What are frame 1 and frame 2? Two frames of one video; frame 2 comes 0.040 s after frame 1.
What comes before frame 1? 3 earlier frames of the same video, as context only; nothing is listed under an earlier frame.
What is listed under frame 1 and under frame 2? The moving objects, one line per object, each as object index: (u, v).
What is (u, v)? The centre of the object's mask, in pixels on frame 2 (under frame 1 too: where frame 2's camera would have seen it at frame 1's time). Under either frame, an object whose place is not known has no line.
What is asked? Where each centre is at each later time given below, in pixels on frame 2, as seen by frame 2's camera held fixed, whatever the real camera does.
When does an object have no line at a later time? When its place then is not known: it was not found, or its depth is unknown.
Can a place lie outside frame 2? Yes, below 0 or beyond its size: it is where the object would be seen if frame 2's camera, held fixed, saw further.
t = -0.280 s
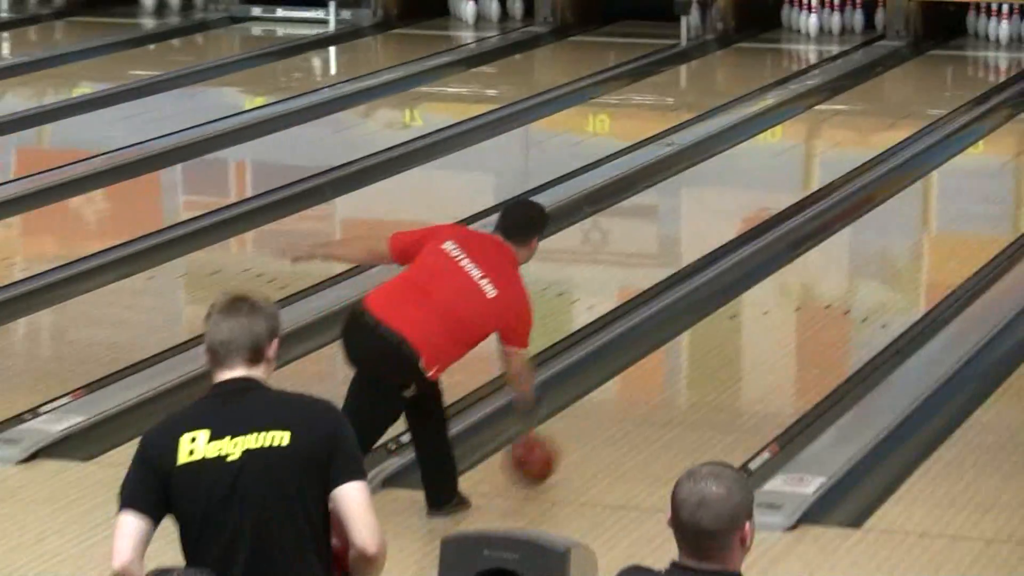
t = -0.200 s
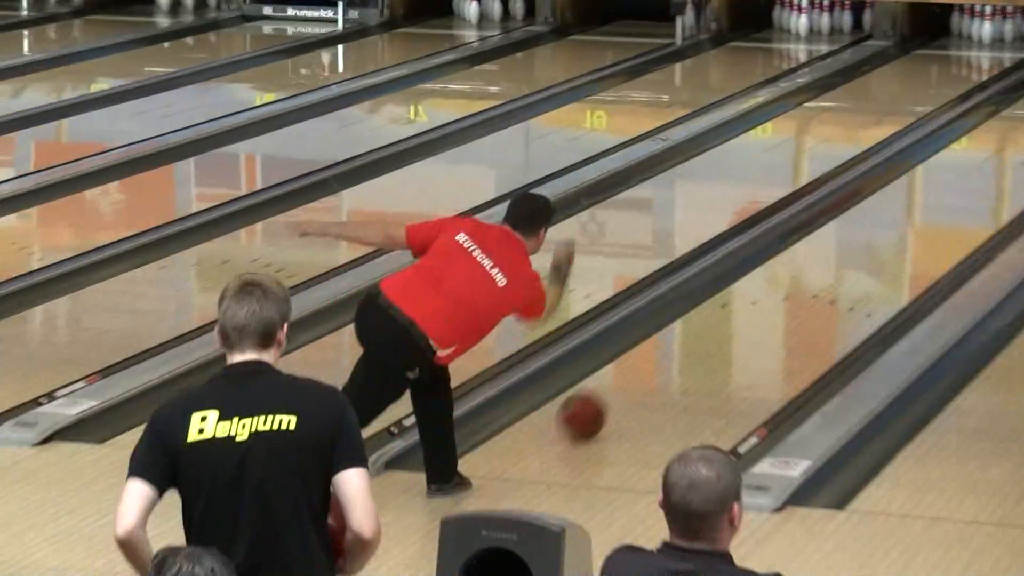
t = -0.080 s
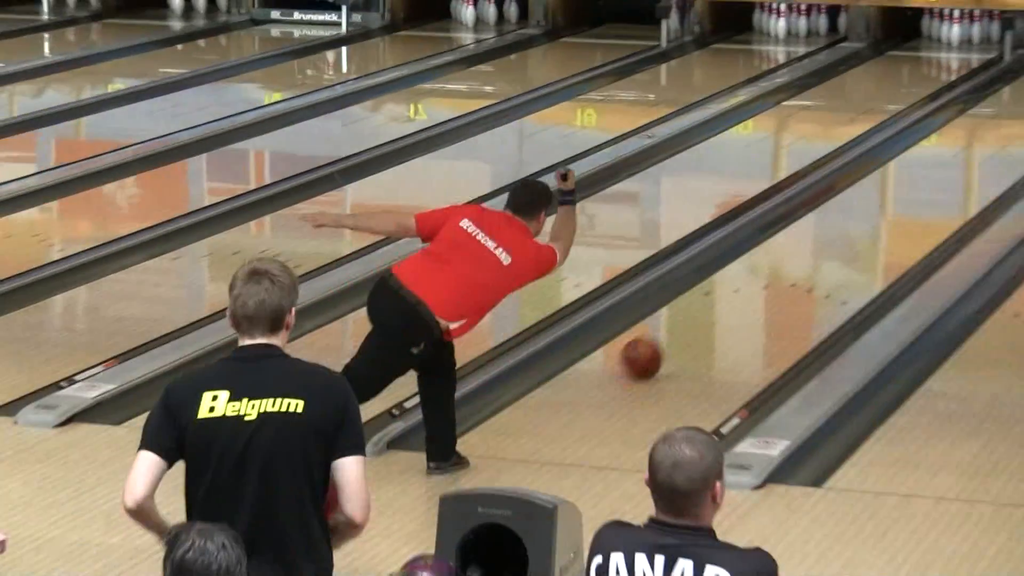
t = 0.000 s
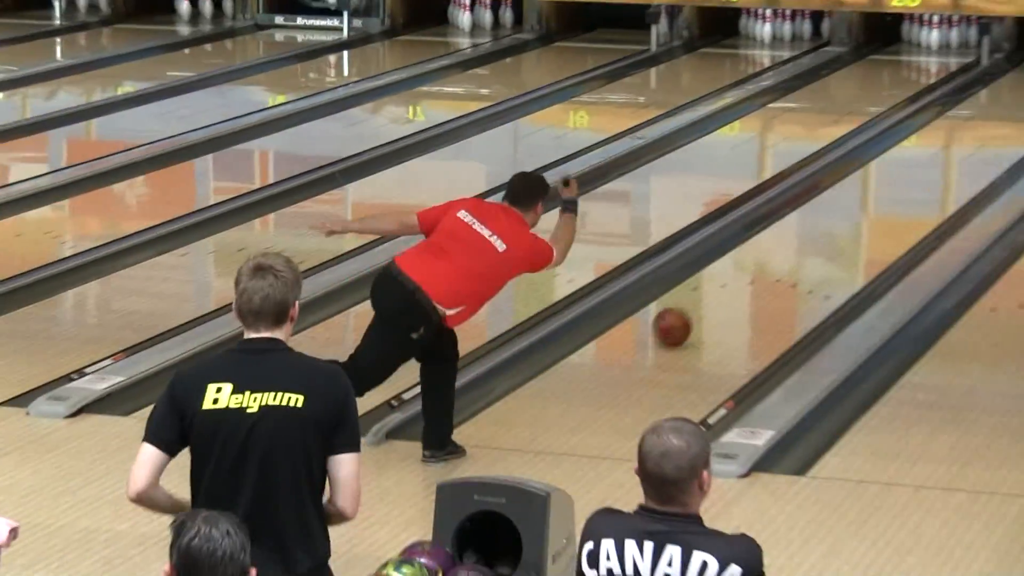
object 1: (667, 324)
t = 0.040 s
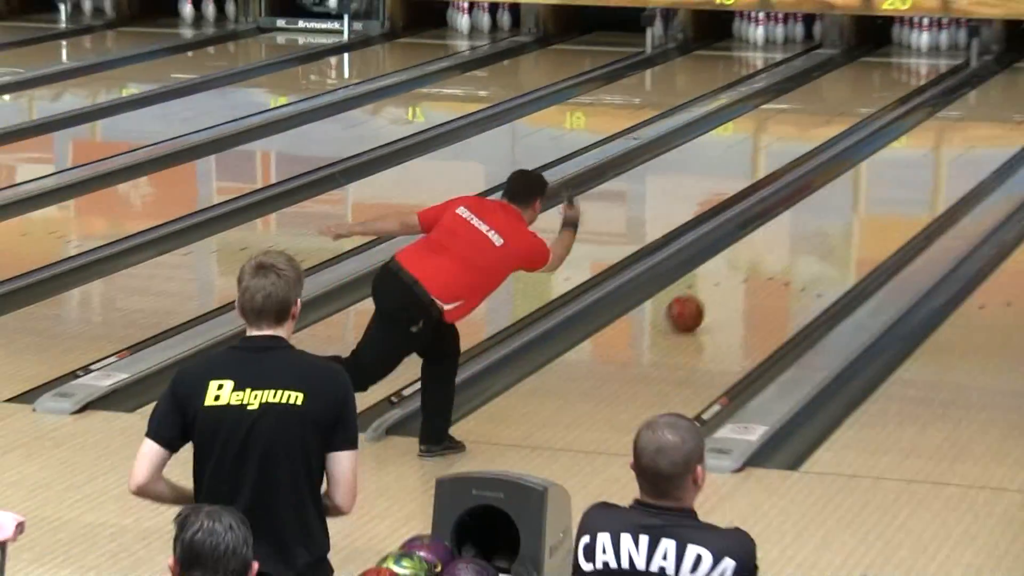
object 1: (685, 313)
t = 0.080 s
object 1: (702, 303)
